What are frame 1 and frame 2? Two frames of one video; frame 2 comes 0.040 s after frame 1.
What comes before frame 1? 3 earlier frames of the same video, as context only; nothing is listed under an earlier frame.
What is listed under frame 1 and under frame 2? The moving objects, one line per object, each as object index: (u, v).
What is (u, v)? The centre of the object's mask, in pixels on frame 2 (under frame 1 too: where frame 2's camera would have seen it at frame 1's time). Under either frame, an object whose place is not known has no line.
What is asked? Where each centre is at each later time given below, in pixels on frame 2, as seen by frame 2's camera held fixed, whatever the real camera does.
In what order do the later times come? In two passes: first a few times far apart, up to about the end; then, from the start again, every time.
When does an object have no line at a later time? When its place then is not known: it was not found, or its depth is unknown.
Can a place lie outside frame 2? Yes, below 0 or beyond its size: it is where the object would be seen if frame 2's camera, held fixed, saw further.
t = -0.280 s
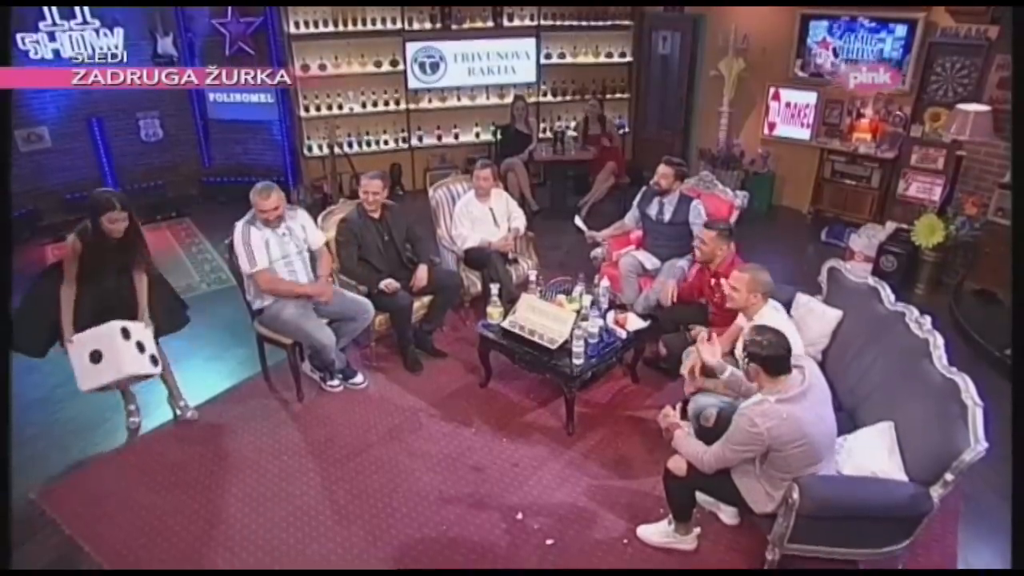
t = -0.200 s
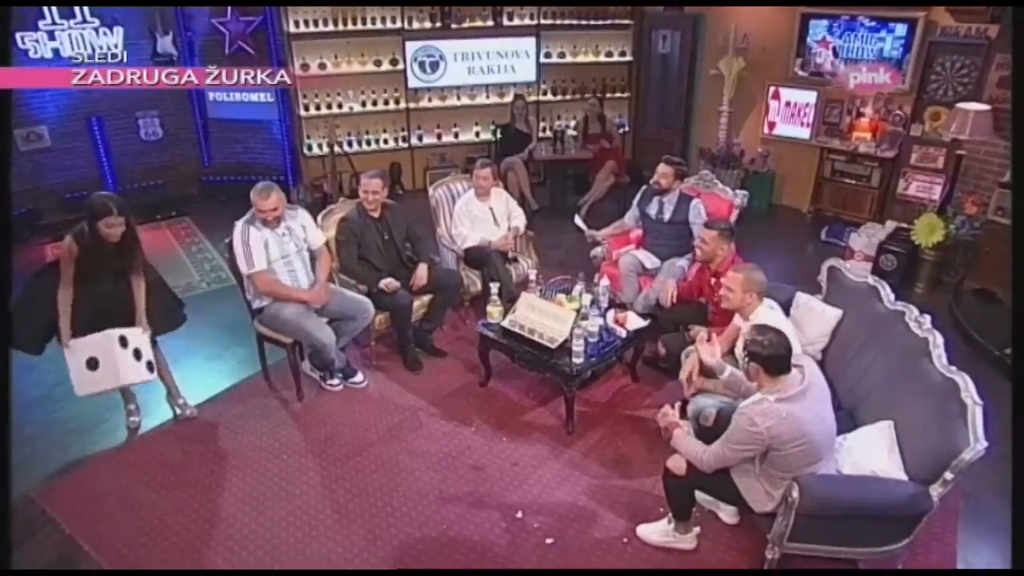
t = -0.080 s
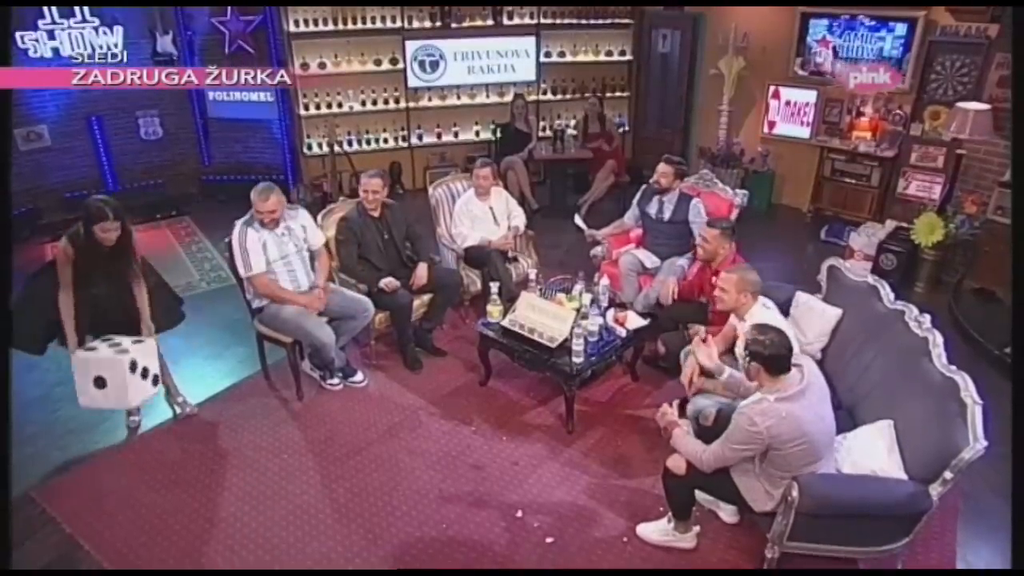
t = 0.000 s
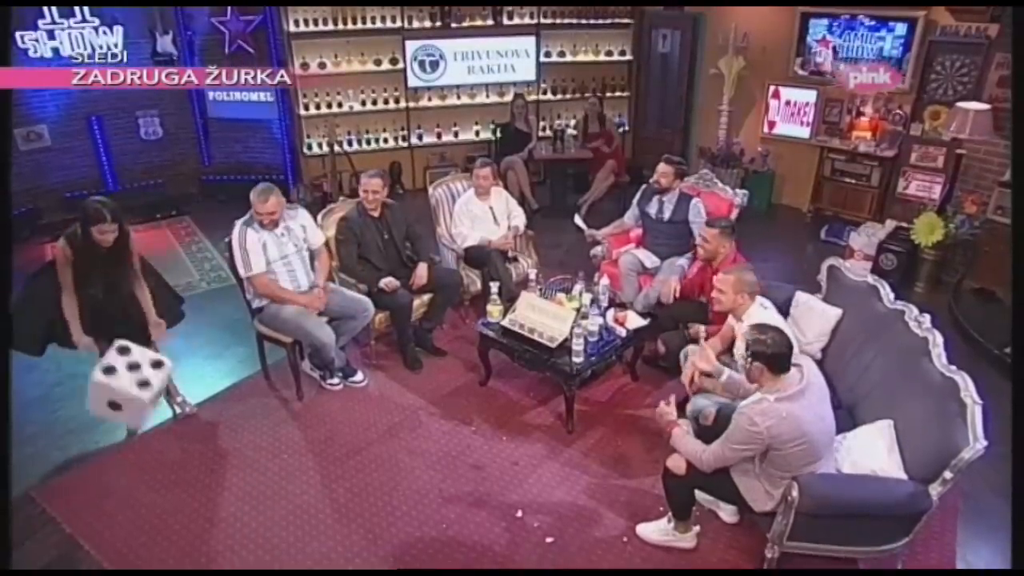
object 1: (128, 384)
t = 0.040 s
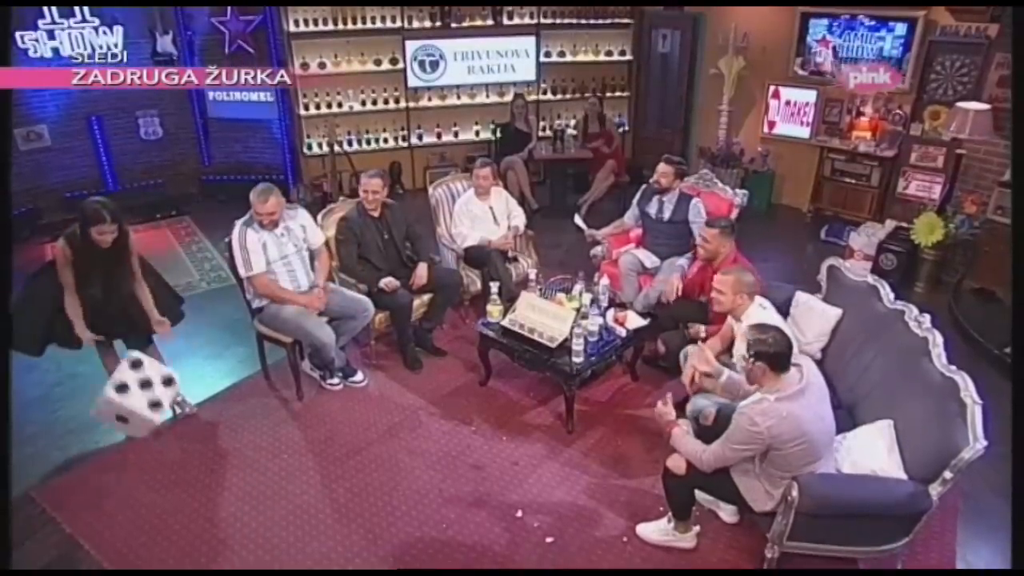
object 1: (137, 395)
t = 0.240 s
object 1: (164, 432)
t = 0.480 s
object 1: (184, 439)
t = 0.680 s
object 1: (218, 458)
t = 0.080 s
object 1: (145, 408)
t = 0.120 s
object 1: (153, 421)
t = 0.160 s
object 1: (161, 440)
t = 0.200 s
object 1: (164, 439)
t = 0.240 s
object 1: (164, 432)
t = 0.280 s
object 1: (165, 427)
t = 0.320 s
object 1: (167, 425)
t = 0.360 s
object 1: (170, 424)
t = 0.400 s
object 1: (173, 425)
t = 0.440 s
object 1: (178, 431)
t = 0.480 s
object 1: (184, 439)
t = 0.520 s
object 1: (189, 447)
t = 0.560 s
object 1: (197, 452)
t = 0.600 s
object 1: (207, 453)
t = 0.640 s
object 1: (216, 458)
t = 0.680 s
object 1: (218, 458)
